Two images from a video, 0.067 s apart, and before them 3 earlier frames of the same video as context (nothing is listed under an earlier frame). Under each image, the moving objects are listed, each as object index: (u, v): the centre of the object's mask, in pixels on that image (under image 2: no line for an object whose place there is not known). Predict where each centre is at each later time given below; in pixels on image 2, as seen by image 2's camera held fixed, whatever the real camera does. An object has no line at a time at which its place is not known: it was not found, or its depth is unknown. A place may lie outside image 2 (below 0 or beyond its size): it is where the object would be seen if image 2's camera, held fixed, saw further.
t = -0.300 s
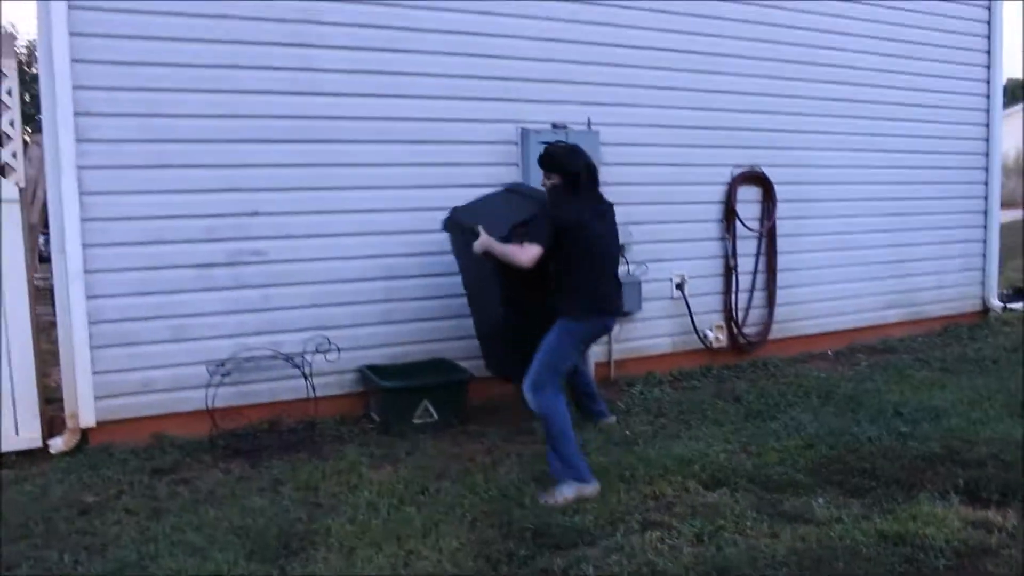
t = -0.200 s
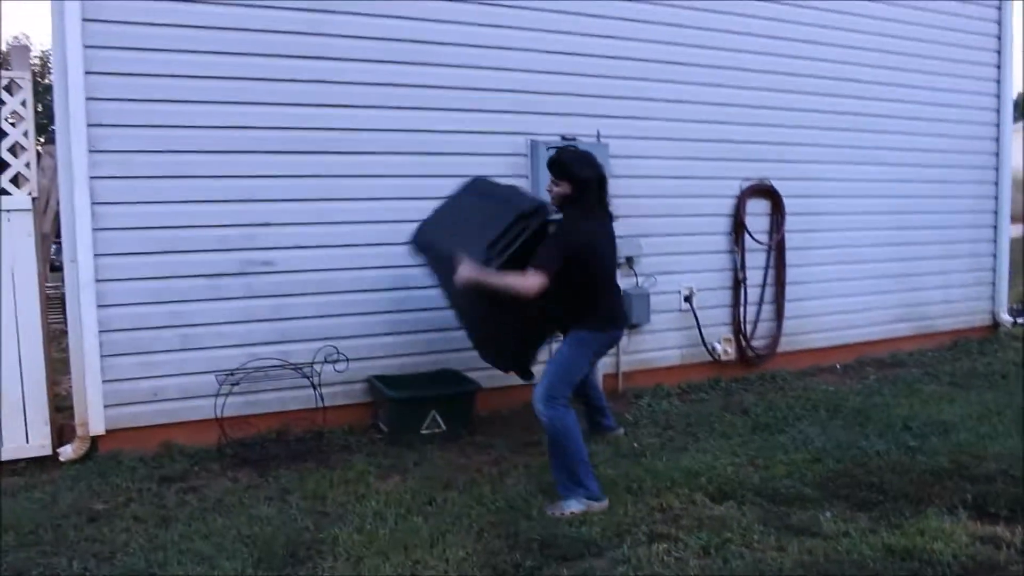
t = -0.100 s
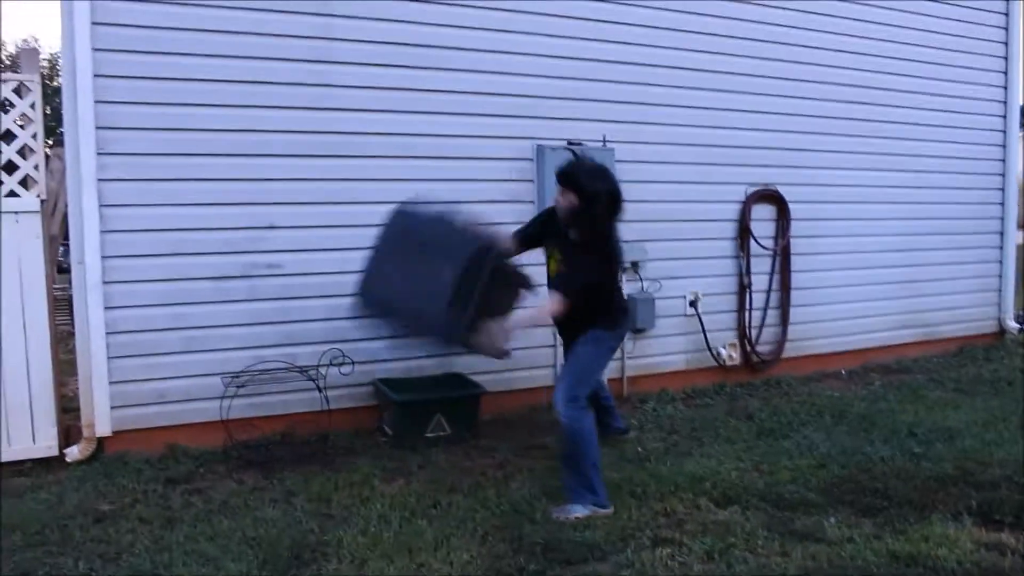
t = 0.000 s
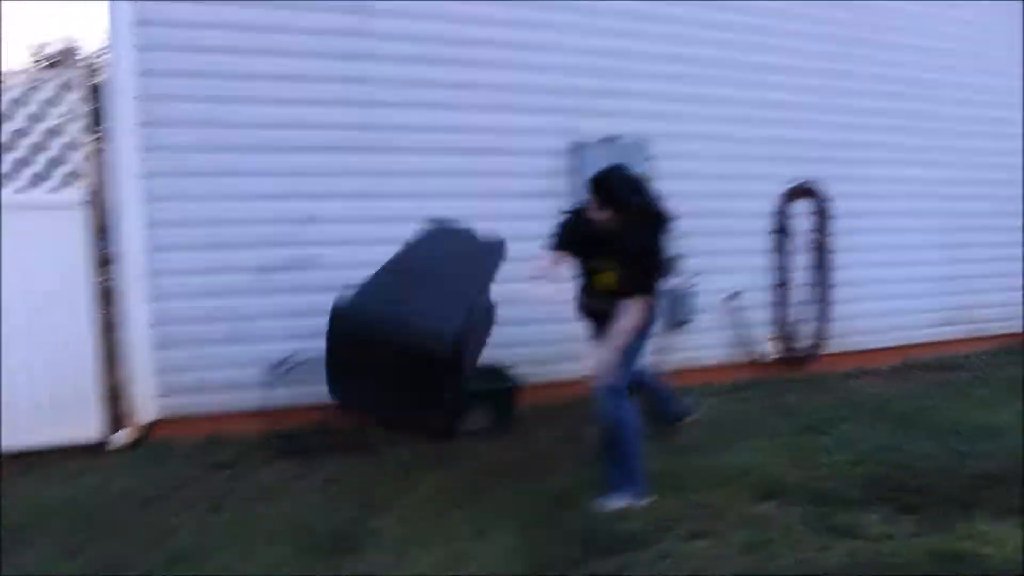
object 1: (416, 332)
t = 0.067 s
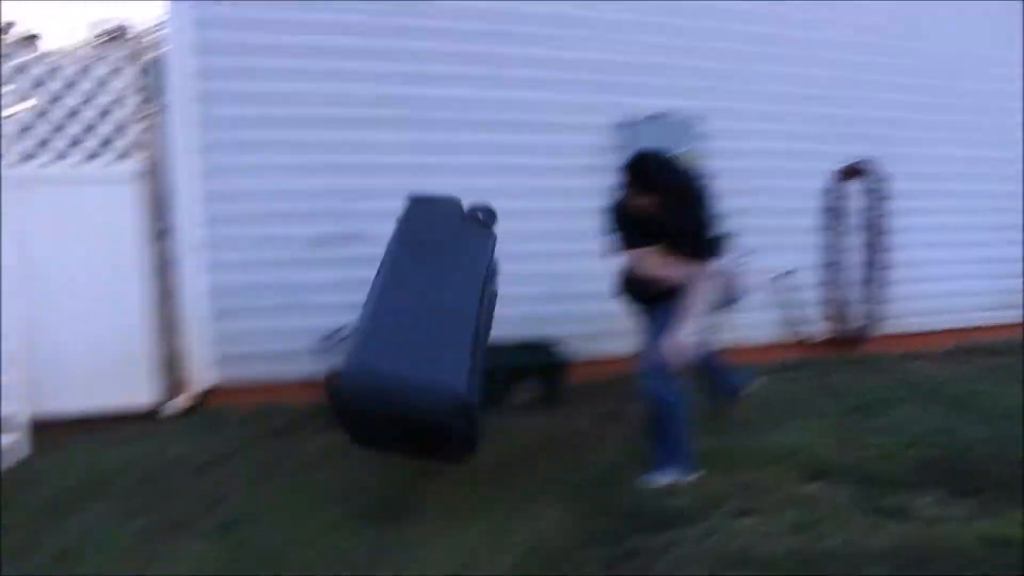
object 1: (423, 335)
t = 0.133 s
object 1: (373, 385)
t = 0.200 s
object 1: (321, 416)
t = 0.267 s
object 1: (275, 404)
